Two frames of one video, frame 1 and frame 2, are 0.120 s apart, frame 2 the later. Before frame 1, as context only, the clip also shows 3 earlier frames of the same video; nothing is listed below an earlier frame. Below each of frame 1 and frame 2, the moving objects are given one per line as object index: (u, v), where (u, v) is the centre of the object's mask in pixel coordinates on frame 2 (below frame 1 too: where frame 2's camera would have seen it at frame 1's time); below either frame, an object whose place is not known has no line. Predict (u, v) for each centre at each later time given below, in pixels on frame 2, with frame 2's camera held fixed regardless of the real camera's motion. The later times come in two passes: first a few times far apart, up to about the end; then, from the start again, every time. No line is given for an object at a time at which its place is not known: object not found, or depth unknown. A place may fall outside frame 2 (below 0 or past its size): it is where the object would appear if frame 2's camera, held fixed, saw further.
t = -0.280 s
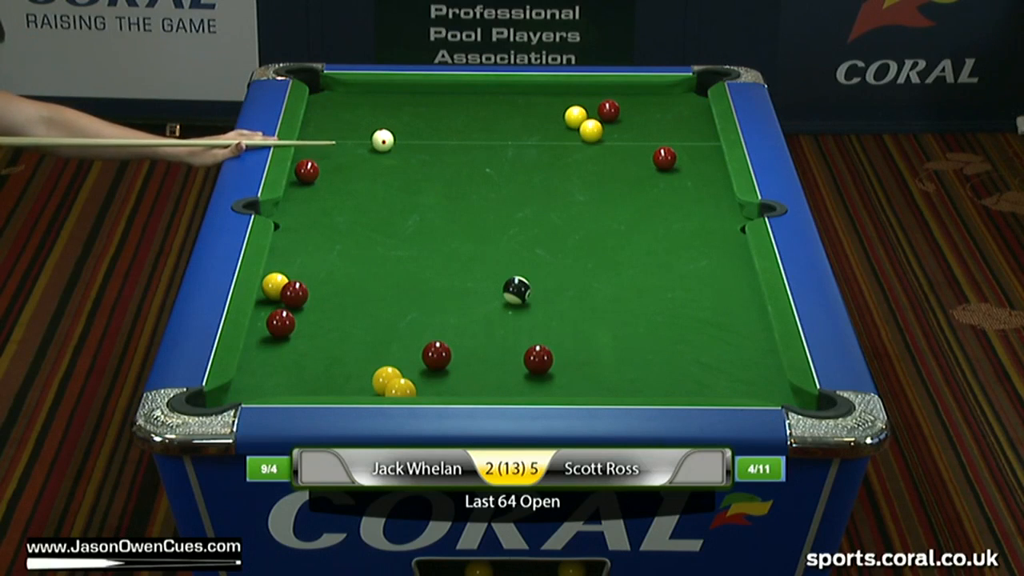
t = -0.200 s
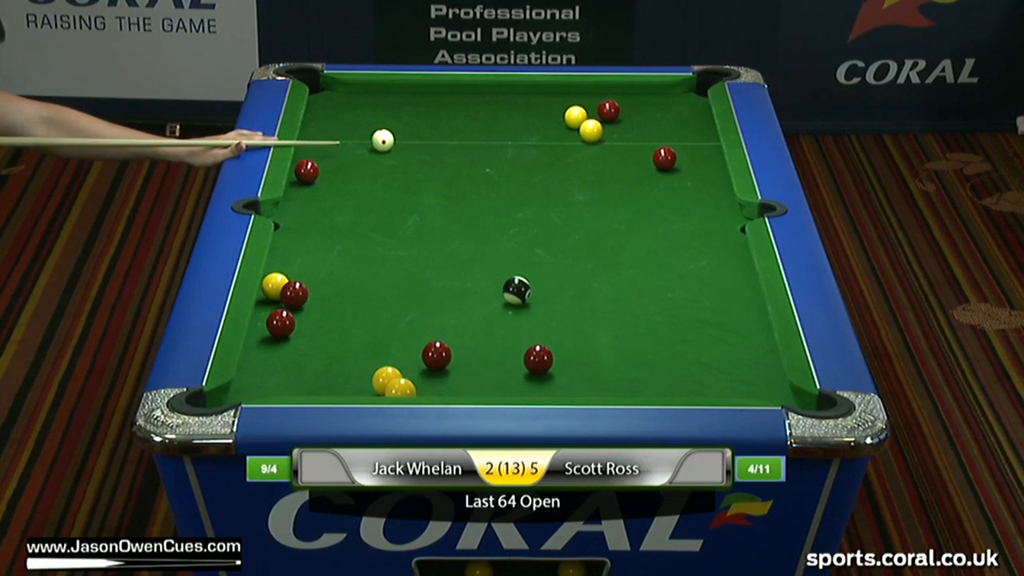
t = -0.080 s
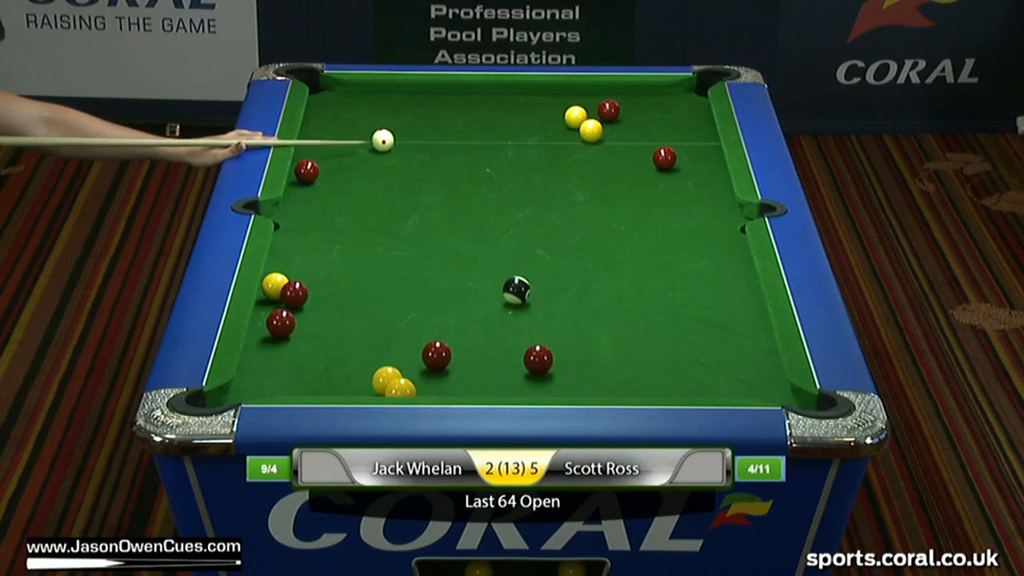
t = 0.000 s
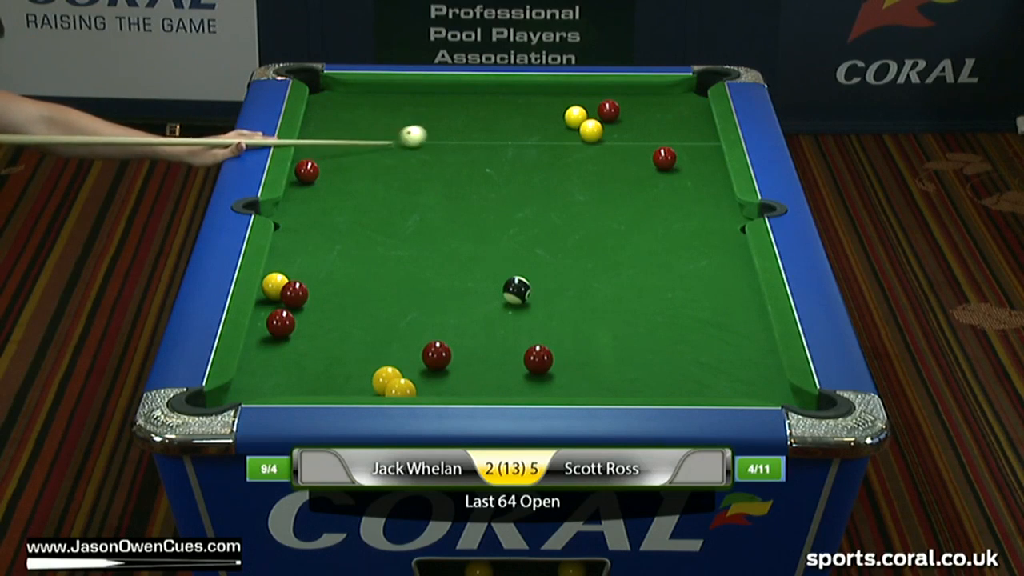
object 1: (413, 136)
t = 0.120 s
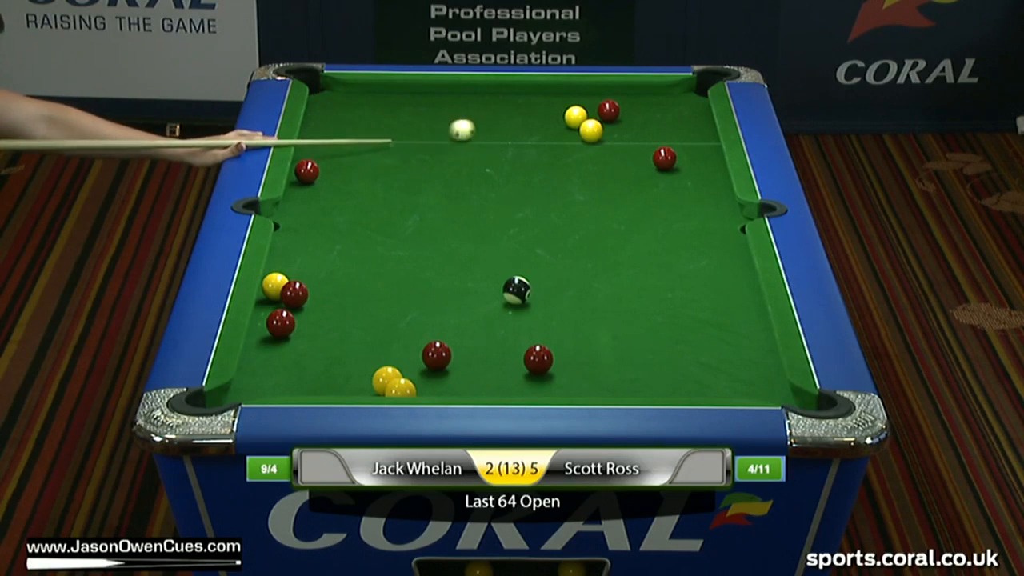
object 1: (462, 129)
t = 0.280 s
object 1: (508, 123)
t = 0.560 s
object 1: (558, 112)
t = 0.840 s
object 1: (571, 100)
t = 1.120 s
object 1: (584, 90)
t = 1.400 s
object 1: (589, 92)
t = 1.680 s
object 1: (592, 97)
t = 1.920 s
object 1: (594, 100)
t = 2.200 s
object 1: (594, 102)
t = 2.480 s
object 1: (594, 105)
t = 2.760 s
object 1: (593, 105)
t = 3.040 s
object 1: (593, 105)
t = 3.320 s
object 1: (593, 105)
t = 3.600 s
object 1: (593, 105)
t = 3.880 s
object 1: (593, 105)
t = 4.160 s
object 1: (593, 105)
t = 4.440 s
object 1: (593, 105)
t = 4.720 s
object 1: (593, 105)
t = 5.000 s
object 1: (593, 105)
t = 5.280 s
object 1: (593, 105)
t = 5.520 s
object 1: (593, 105)
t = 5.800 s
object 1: (593, 105)
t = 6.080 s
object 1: (593, 105)
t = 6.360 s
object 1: (593, 105)
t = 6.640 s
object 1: (593, 105)
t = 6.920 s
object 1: (593, 105)
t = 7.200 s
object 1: (593, 105)
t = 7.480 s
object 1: (593, 105)
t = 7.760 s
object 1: (593, 105)
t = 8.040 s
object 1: (593, 105)
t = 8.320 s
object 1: (593, 105)
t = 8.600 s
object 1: (593, 105)
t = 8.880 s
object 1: (593, 105)
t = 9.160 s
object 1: (593, 105)
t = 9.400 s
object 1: (593, 105)
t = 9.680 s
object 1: (593, 105)
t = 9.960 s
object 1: (593, 105)
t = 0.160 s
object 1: (475, 128)
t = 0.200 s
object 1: (486, 126)
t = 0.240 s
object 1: (497, 124)
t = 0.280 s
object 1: (508, 123)
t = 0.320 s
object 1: (520, 121)
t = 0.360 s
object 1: (530, 120)
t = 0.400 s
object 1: (541, 118)
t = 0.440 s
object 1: (552, 117)
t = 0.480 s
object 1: (554, 115)
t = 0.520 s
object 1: (556, 113)
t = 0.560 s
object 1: (558, 112)
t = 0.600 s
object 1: (560, 110)
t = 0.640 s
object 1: (562, 108)
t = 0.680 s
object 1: (564, 106)
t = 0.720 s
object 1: (565, 105)
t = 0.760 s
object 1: (567, 103)
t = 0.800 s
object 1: (569, 101)
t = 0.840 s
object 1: (571, 100)
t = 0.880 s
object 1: (573, 98)
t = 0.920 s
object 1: (575, 97)
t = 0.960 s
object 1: (577, 95)
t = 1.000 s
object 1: (579, 94)
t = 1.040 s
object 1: (580, 92)
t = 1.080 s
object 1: (582, 91)
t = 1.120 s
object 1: (584, 90)
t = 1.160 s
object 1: (586, 88)
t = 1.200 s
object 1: (587, 88)
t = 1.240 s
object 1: (587, 89)
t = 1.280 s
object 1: (587, 90)
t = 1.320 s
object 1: (588, 91)
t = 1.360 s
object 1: (588, 91)
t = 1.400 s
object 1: (589, 92)
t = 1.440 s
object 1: (589, 93)
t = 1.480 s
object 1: (590, 93)
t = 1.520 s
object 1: (590, 94)
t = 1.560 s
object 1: (590, 95)
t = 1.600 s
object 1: (591, 96)
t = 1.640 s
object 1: (591, 96)
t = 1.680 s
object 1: (592, 97)
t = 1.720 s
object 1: (592, 97)
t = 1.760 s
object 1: (592, 98)
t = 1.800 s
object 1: (593, 98)
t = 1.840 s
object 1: (593, 99)
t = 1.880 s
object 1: (593, 99)
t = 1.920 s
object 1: (594, 100)
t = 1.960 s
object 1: (594, 100)
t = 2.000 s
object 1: (594, 100)
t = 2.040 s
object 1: (594, 101)
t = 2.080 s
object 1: (594, 101)
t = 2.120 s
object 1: (594, 102)
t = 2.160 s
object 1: (594, 102)
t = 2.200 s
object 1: (594, 102)
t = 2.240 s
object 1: (594, 103)
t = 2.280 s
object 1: (594, 103)
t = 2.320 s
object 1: (594, 103)
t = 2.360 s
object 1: (594, 104)
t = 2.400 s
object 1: (594, 104)
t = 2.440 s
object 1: (594, 104)
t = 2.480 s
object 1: (594, 105)
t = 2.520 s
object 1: (594, 105)
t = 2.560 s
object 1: (594, 105)
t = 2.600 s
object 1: (593, 105)
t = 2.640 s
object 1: (593, 105)
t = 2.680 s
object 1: (593, 105)
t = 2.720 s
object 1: (593, 105)
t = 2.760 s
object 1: (593, 105)
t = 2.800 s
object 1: (593, 105)
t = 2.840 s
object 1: (593, 105)
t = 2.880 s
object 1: (593, 105)
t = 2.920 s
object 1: (593, 105)
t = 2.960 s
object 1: (593, 105)
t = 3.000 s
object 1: (593, 105)
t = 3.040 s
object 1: (593, 105)
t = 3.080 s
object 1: (593, 105)
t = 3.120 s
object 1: (593, 105)
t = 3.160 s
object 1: (593, 105)
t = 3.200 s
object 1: (593, 105)
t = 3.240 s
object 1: (593, 105)
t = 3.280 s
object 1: (593, 105)
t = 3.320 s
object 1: (593, 105)
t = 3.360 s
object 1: (593, 105)
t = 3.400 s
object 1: (593, 105)
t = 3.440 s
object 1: (593, 105)
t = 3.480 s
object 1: (593, 105)
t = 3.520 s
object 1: (593, 105)
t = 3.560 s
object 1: (593, 105)
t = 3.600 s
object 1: (593, 105)
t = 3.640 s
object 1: (593, 105)
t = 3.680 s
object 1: (593, 105)
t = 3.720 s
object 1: (593, 105)
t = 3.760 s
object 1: (593, 105)
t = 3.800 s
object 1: (593, 105)
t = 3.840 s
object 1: (593, 105)
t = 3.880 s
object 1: (593, 105)
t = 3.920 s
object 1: (593, 105)
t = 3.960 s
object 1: (593, 105)
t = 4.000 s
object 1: (593, 105)
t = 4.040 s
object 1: (593, 105)
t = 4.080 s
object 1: (593, 105)
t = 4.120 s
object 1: (593, 105)
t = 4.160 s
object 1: (593, 105)
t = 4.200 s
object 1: (593, 105)
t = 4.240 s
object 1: (593, 105)
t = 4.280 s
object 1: (593, 105)
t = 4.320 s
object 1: (593, 105)
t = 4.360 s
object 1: (593, 105)
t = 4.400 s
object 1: (593, 105)
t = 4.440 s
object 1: (593, 105)
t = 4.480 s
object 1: (593, 105)
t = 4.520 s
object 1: (593, 105)
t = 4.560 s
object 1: (593, 105)
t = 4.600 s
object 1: (593, 105)
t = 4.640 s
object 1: (593, 105)
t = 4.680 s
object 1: (593, 105)
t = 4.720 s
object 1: (593, 105)
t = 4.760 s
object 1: (593, 105)
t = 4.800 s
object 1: (593, 105)
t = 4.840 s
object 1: (593, 105)
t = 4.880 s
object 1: (593, 105)
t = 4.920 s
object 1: (593, 105)
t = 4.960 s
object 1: (593, 105)
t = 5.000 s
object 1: (593, 105)
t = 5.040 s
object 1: (593, 105)
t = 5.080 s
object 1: (593, 105)
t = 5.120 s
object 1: (593, 105)
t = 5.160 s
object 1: (593, 105)
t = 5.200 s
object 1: (593, 105)
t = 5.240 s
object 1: (593, 105)
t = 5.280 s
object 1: (593, 105)
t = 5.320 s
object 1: (593, 105)
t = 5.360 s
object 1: (593, 105)
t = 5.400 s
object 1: (593, 105)
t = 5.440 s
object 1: (593, 105)
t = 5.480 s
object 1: (593, 105)
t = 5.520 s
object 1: (593, 105)
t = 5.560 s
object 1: (593, 105)
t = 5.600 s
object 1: (593, 105)
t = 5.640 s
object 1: (593, 105)
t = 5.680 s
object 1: (593, 105)
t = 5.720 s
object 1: (593, 105)
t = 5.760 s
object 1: (593, 105)
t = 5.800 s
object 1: (593, 105)
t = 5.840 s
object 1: (593, 105)
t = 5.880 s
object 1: (593, 105)
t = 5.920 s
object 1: (593, 105)
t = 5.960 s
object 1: (593, 105)
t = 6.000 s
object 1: (593, 105)
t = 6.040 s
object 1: (593, 105)
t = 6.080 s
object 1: (593, 105)
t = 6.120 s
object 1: (593, 105)
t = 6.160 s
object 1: (593, 105)
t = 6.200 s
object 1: (593, 105)
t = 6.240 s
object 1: (593, 105)
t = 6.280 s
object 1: (593, 105)
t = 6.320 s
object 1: (593, 105)
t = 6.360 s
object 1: (593, 105)
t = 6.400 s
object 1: (593, 105)
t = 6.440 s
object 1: (593, 105)
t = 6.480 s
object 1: (593, 105)
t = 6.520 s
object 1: (593, 105)
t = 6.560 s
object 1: (593, 105)
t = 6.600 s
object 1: (593, 105)
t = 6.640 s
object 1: (593, 105)
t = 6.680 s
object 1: (593, 105)
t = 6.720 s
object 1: (593, 105)
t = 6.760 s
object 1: (593, 105)
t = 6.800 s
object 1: (593, 105)
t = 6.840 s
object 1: (593, 105)
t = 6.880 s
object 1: (593, 105)
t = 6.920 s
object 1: (593, 105)
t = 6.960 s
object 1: (593, 105)
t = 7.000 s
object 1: (593, 105)
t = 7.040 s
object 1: (593, 105)
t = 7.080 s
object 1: (593, 105)
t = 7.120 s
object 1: (593, 105)
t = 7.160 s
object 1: (593, 105)
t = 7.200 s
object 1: (593, 105)
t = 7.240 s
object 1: (593, 105)
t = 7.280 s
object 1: (593, 105)
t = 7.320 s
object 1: (593, 105)
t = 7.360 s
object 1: (593, 105)
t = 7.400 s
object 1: (593, 105)
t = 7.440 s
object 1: (593, 105)
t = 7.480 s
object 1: (593, 105)
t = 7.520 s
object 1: (593, 105)
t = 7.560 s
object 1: (593, 105)
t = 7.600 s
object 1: (593, 105)
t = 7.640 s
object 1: (593, 105)
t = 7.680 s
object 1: (593, 105)
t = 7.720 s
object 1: (593, 105)
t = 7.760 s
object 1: (593, 105)
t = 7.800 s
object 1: (593, 105)
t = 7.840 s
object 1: (593, 105)
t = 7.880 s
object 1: (593, 105)
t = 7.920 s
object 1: (593, 105)
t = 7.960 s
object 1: (593, 105)
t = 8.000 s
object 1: (593, 105)
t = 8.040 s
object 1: (593, 105)
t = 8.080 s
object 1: (593, 105)
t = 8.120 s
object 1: (593, 105)
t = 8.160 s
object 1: (593, 105)
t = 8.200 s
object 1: (593, 105)
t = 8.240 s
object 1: (593, 105)
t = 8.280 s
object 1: (593, 105)
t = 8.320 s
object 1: (593, 105)
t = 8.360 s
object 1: (593, 105)
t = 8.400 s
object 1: (593, 105)
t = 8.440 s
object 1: (593, 105)
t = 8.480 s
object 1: (593, 105)
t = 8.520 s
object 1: (593, 105)
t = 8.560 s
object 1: (593, 105)
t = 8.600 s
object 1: (593, 105)
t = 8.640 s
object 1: (593, 105)
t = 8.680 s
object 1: (593, 105)
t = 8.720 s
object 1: (593, 105)
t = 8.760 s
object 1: (593, 105)
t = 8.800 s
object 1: (593, 105)
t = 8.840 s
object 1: (593, 105)
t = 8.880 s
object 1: (593, 105)
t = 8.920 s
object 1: (593, 105)
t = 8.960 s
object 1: (593, 105)
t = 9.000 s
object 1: (593, 105)
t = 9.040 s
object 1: (593, 105)
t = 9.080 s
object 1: (593, 105)
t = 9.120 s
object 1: (593, 105)
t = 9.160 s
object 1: (593, 105)
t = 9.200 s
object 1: (593, 105)
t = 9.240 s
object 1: (593, 105)
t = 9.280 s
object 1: (593, 105)
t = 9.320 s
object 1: (593, 105)
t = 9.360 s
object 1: (593, 105)
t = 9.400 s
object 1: (593, 105)
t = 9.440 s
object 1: (593, 105)
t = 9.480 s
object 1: (593, 105)
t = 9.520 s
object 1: (593, 105)
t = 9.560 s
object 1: (593, 105)
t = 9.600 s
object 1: (593, 105)
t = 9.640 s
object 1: (593, 105)
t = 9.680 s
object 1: (593, 105)
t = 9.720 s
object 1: (593, 105)
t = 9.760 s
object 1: (593, 105)
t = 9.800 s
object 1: (593, 105)
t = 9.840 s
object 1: (593, 105)
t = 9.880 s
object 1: (593, 105)
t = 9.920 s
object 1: (593, 105)
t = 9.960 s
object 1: (593, 105)
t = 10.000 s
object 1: (593, 105)
